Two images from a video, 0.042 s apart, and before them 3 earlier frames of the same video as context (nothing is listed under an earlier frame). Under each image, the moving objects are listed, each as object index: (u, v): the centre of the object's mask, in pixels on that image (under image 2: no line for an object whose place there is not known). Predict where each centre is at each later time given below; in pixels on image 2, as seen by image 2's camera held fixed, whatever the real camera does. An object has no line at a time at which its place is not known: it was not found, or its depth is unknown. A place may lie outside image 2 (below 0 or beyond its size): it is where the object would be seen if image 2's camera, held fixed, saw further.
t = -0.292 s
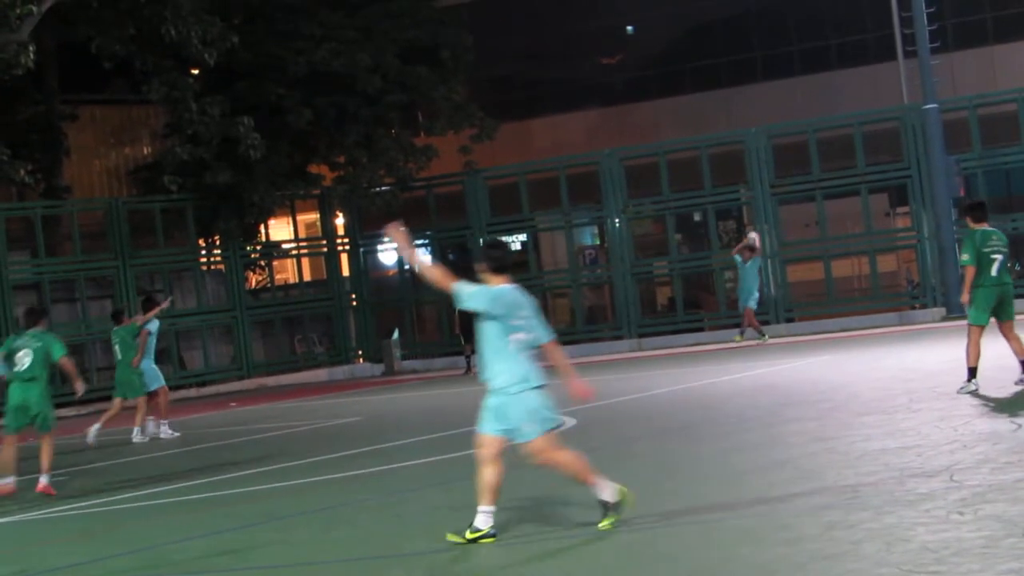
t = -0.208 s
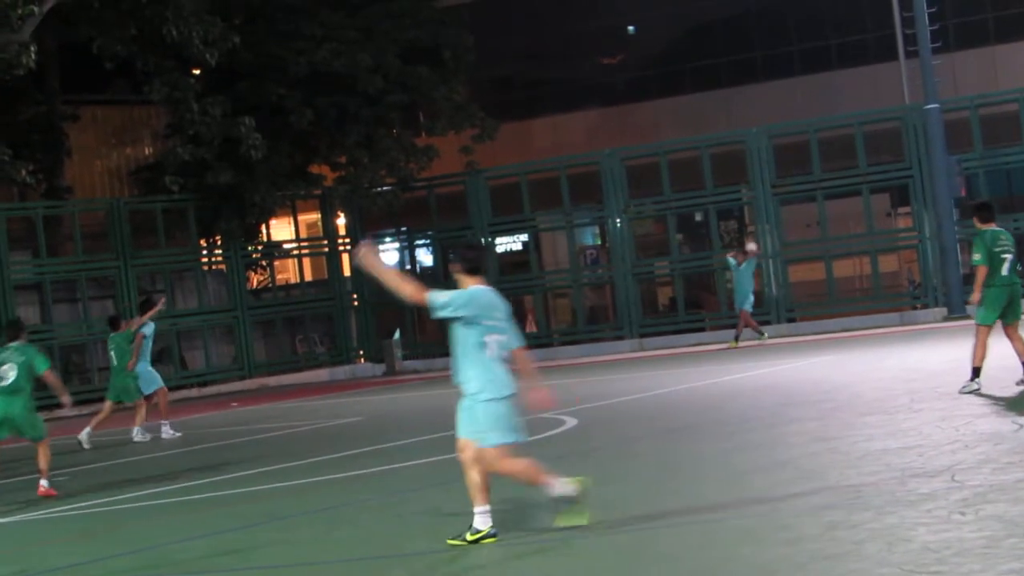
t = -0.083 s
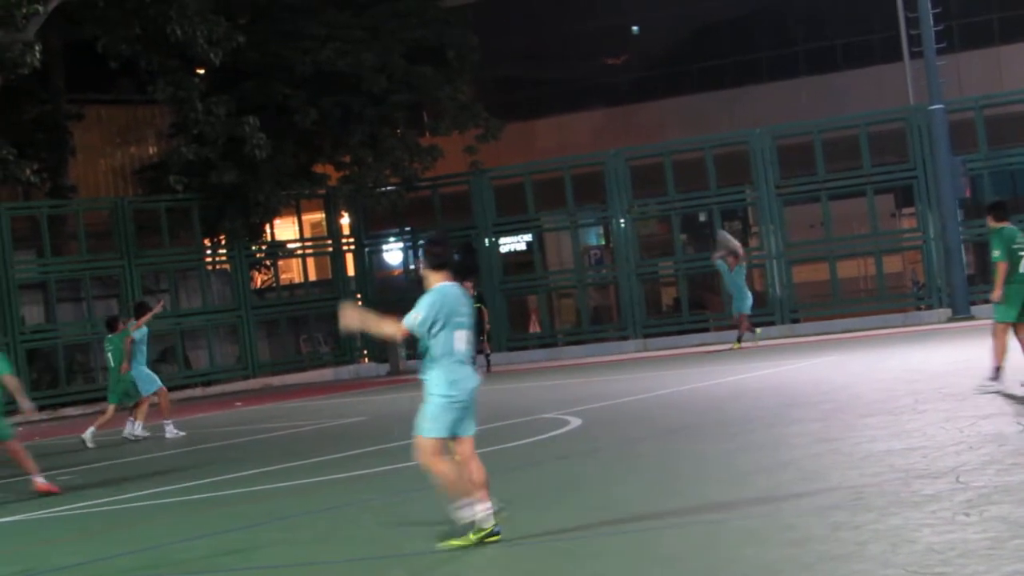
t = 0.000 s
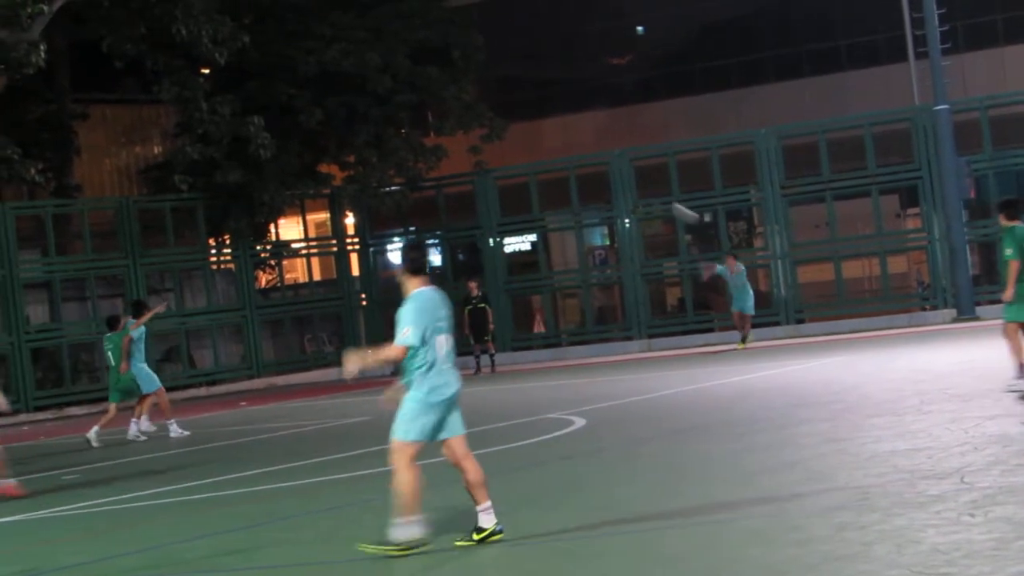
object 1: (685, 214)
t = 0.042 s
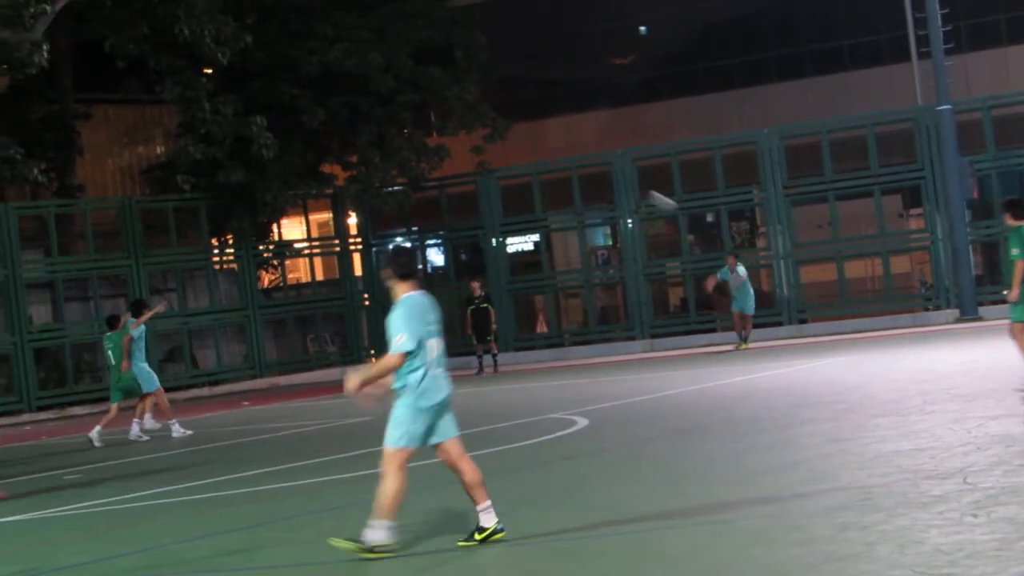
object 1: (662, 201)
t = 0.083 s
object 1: (636, 190)
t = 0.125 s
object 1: (610, 179)
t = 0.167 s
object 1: (587, 169)
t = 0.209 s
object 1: (565, 159)
